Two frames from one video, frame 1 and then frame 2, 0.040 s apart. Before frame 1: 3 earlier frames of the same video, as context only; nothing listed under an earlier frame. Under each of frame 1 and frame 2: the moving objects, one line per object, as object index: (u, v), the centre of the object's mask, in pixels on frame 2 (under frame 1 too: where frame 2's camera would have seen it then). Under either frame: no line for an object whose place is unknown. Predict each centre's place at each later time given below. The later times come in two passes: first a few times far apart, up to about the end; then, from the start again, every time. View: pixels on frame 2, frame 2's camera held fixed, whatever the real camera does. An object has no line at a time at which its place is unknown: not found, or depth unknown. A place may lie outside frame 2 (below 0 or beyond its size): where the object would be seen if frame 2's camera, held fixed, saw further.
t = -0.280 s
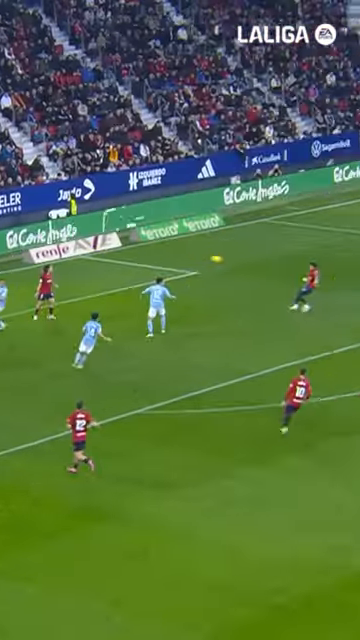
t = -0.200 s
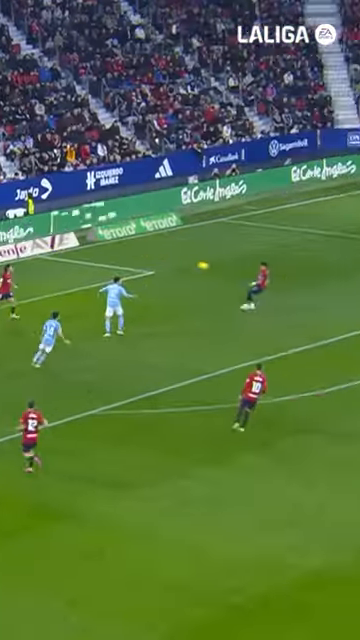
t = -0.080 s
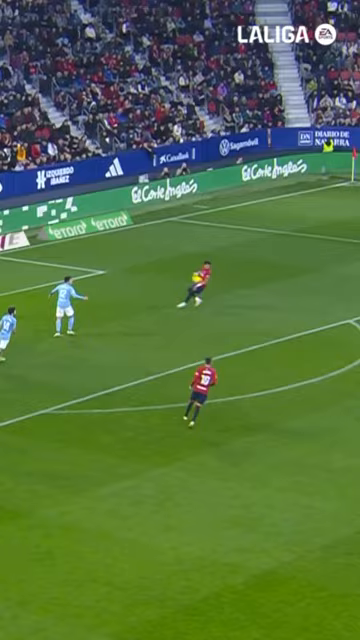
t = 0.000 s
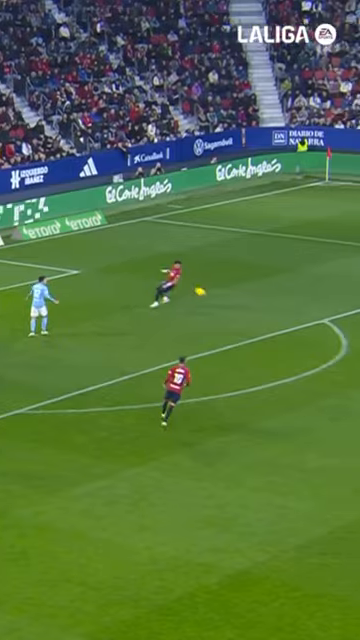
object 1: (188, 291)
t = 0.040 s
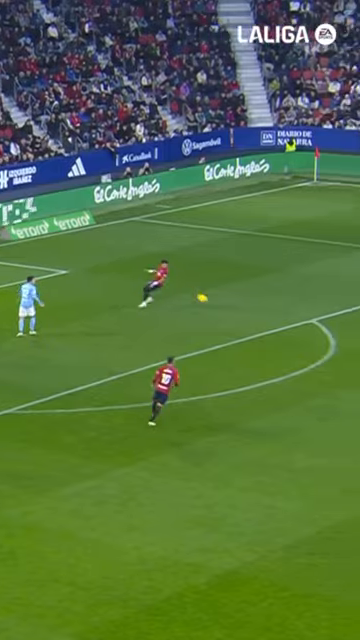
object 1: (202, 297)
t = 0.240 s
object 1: (267, 317)
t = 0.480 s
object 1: (330, 289)
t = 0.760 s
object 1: (399, 280)
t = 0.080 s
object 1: (216, 304)
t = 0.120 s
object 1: (230, 313)
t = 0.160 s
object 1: (244, 321)
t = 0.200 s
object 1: (257, 324)
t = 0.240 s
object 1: (267, 317)
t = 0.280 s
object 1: (278, 311)
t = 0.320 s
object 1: (288, 305)
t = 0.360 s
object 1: (299, 300)
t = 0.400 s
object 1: (310, 296)
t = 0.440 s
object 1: (320, 292)
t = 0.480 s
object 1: (330, 289)
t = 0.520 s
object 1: (340, 286)
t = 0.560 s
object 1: (350, 284)
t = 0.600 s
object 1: (360, 282)
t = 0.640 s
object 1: (370, 281)
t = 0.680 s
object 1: (380, 280)
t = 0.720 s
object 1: (390, 280)
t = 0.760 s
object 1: (399, 280)
